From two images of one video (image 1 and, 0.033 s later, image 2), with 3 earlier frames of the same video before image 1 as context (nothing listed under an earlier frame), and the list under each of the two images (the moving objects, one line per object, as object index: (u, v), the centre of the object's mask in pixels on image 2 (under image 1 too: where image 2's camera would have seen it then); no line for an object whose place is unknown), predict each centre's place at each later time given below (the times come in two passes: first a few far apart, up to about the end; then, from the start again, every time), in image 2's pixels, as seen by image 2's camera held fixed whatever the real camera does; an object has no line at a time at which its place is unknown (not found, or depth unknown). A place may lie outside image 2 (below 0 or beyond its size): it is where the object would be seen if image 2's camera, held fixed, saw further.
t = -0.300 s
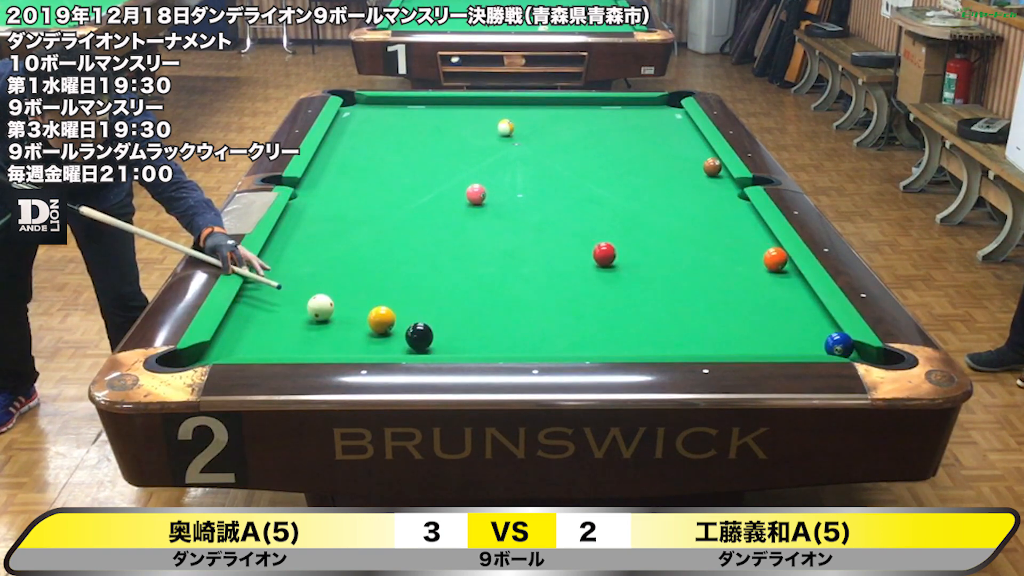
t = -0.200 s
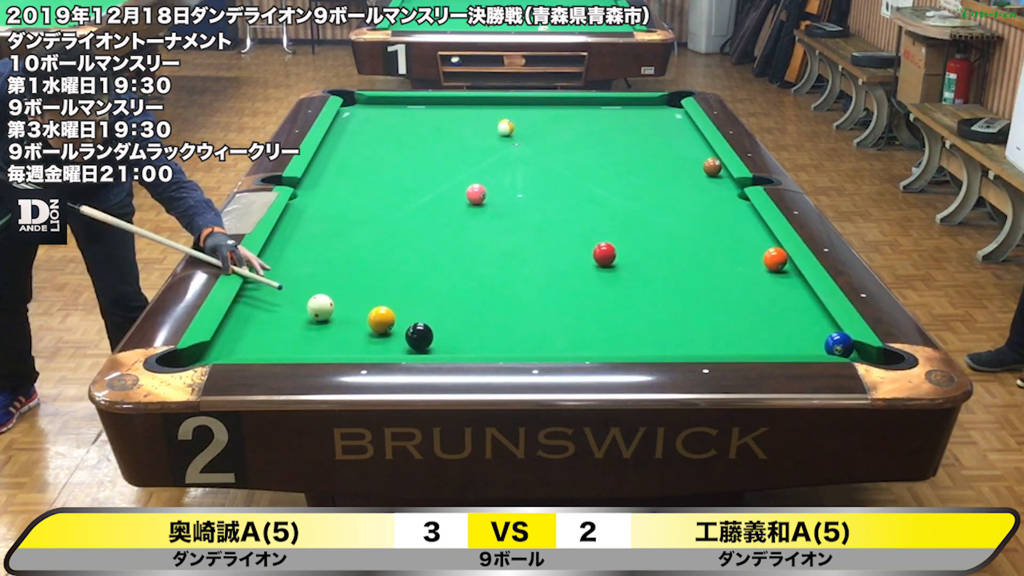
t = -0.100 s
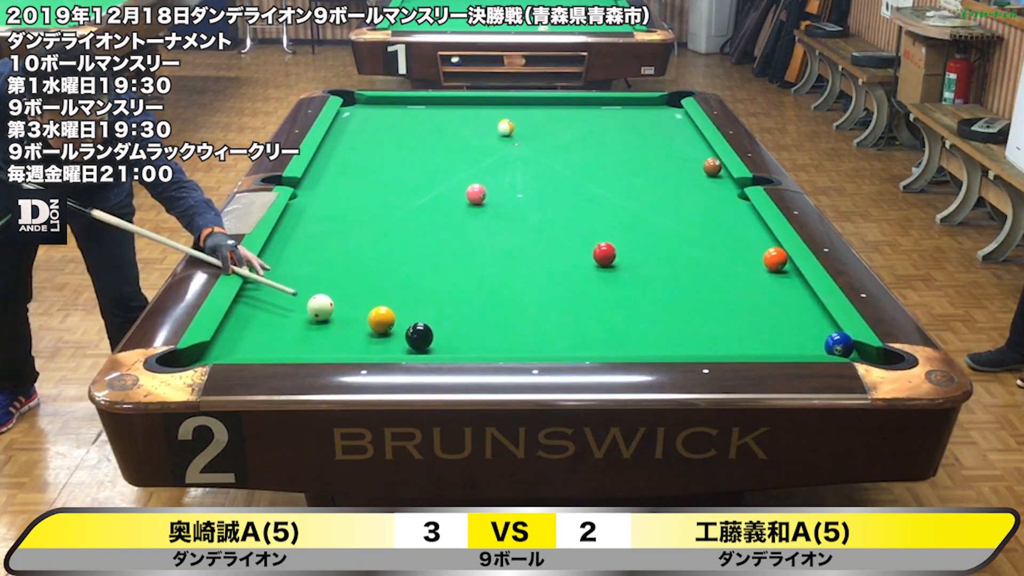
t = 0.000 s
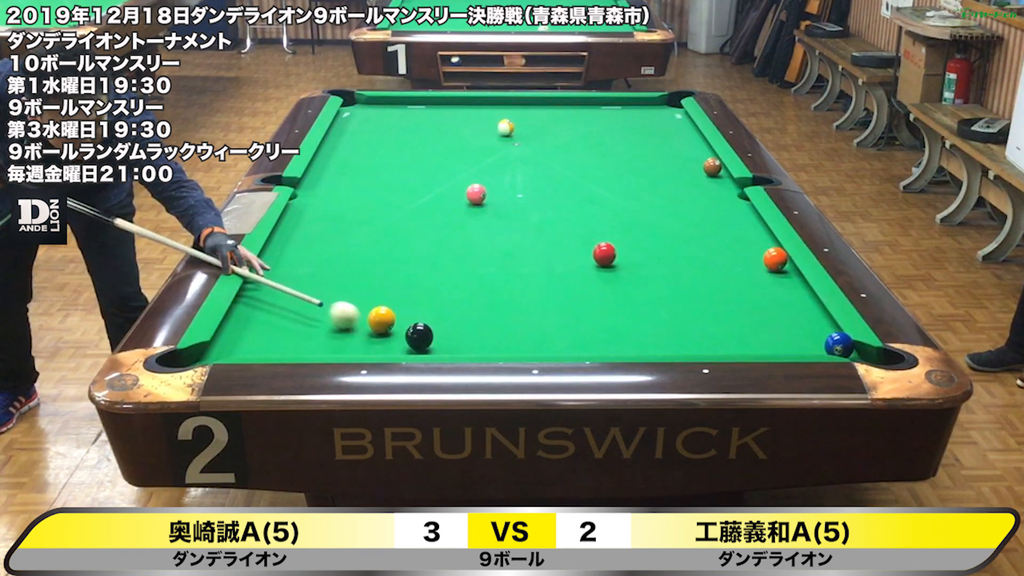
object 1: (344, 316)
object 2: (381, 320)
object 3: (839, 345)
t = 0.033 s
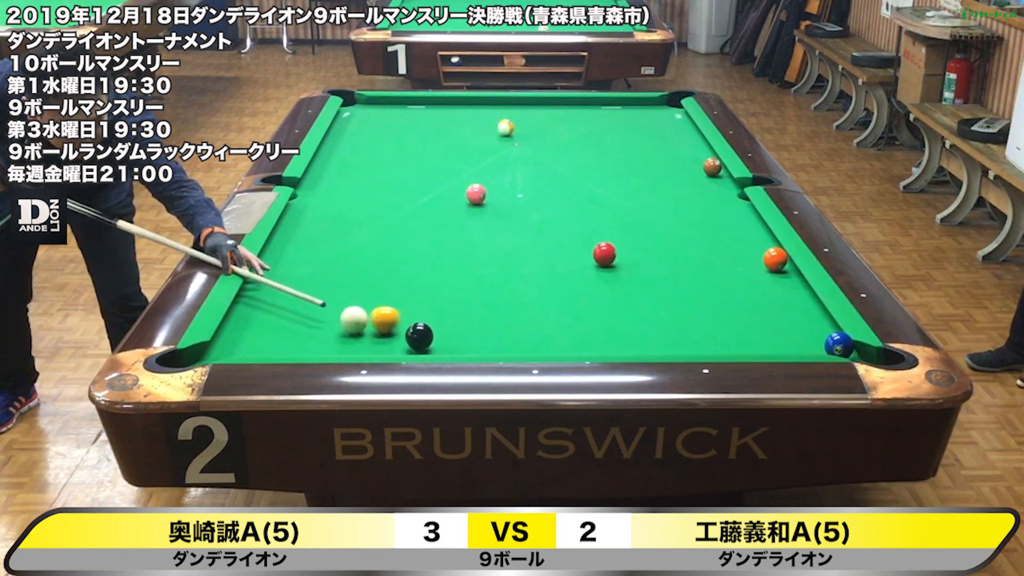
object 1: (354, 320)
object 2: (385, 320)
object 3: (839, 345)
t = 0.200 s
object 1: (358, 341)
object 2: (445, 323)
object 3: (839, 344)
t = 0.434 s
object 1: (367, 342)
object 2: (515, 326)
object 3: (839, 344)
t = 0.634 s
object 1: (372, 330)
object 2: (573, 329)
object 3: (839, 344)
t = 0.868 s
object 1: (376, 315)
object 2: (641, 332)
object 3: (839, 344)
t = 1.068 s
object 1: (380, 303)
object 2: (697, 335)
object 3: (839, 344)
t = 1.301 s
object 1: (384, 291)
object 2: (761, 337)
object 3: (839, 344)
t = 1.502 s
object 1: (387, 281)
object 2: (813, 338)
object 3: (839, 345)
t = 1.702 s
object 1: (389, 273)
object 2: (826, 332)
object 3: (843, 349)
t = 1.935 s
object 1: (392, 264)
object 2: (810, 330)
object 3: (847, 352)
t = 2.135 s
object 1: (394, 257)
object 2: (797, 327)
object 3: (856, 354)
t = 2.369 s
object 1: (396, 249)
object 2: (784, 325)
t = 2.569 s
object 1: (398, 243)
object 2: (774, 323)
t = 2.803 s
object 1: (400, 237)
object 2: (765, 321)
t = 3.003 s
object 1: (402, 232)
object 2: (759, 320)
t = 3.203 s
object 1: (404, 228)
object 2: (754, 319)
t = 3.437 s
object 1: (405, 223)
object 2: (750, 318)
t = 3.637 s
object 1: (406, 220)
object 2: (747, 318)
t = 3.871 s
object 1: (407, 216)
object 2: (747, 318)
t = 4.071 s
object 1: (408, 214)
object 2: (747, 318)
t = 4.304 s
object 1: (408, 211)
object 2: (747, 318)
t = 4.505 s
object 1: (410, 210)
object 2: (747, 318)
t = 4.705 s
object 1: (410, 208)
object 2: (747, 318)
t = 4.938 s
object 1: (411, 207)
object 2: (747, 318)
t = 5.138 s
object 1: (411, 206)
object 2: (747, 318)
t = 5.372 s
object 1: (411, 206)
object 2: (747, 317)
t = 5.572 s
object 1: (411, 206)
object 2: (747, 317)
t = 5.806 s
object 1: (412, 206)
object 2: (747, 317)
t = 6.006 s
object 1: (412, 206)
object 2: (747, 317)
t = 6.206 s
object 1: (411, 206)
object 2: (747, 317)
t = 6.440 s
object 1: (412, 206)
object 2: (747, 317)
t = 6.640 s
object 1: (412, 206)
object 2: (747, 317)
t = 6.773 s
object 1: (412, 206)
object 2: (747, 317)
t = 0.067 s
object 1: (352, 324)
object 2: (398, 320)
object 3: (839, 344)
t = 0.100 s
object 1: (353, 329)
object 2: (411, 317)
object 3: (839, 344)
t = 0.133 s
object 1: (354, 333)
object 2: (425, 317)
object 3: (839, 345)
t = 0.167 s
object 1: (356, 338)
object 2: (436, 321)
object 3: (839, 344)
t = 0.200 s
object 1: (358, 341)
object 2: (445, 323)
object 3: (839, 344)
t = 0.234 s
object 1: (360, 344)
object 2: (455, 323)
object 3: (839, 344)
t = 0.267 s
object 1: (361, 346)
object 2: (465, 324)
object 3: (839, 344)
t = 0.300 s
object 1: (363, 348)
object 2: (475, 324)
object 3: (839, 344)
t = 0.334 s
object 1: (364, 346)
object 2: (485, 325)
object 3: (839, 344)
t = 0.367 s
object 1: (365, 345)
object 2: (495, 325)
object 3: (839, 344)
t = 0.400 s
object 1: (366, 344)
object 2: (505, 326)
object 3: (839, 344)
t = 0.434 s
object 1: (367, 342)
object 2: (515, 326)
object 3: (839, 344)
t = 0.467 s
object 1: (368, 341)
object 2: (525, 327)
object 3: (839, 344)
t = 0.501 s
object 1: (368, 338)
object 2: (534, 327)
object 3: (839, 344)
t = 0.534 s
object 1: (369, 336)
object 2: (544, 327)
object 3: (839, 344)
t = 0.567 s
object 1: (370, 334)
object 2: (554, 327)
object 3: (839, 344)
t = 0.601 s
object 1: (371, 332)
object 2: (564, 328)
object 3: (839, 344)
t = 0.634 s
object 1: (372, 330)
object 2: (573, 329)
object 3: (839, 344)
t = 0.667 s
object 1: (372, 327)
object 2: (583, 329)
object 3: (839, 344)
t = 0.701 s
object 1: (373, 325)
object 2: (593, 330)
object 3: (839, 344)
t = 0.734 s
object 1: (374, 323)
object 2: (602, 330)
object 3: (839, 344)
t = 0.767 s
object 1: (374, 321)
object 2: (612, 331)
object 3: (839, 344)
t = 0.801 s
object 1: (375, 319)
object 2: (621, 331)
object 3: (839, 344)
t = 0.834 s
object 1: (376, 317)
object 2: (631, 331)
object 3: (839, 344)
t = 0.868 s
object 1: (376, 315)
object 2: (641, 332)
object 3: (839, 344)
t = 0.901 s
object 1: (377, 313)
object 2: (650, 332)
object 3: (839, 344)
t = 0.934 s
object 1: (378, 310)
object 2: (659, 333)
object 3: (839, 344)
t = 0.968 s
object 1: (378, 309)
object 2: (669, 333)
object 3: (839, 344)
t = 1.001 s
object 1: (379, 307)
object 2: (678, 333)
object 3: (839, 344)
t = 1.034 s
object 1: (380, 305)
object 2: (688, 334)
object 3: (839, 344)
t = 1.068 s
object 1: (380, 303)
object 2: (697, 335)
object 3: (839, 344)
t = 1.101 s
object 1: (381, 301)
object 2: (706, 335)
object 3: (839, 344)
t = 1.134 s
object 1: (381, 300)
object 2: (716, 335)
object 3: (839, 344)
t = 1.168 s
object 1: (382, 298)
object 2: (725, 336)
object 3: (839, 345)
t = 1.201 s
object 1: (382, 296)
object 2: (734, 336)
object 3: (839, 345)
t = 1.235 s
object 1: (383, 294)
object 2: (743, 336)
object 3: (839, 345)
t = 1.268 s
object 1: (384, 292)
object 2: (752, 337)
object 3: (839, 344)
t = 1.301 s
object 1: (384, 291)
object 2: (761, 337)
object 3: (839, 344)
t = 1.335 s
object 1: (384, 289)
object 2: (770, 337)
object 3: (839, 344)
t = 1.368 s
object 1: (385, 288)
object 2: (779, 338)
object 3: (839, 344)
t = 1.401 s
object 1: (386, 286)
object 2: (788, 338)
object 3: (839, 344)
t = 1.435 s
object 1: (386, 284)
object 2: (797, 338)
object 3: (839, 344)
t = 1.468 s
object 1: (386, 283)
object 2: (806, 338)
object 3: (839, 344)
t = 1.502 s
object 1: (387, 281)
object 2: (813, 338)
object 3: (839, 345)
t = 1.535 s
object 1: (387, 280)
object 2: (815, 338)
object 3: (841, 346)
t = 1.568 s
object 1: (388, 278)
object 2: (818, 336)
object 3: (841, 346)
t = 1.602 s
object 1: (388, 277)
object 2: (822, 335)
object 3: (841, 347)
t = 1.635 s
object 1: (389, 276)
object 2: (825, 333)
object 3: (842, 348)
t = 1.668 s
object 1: (389, 274)
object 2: (828, 332)
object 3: (843, 348)
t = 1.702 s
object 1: (389, 273)
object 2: (826, 332)
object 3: (843, 349)
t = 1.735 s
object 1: (390, 271)
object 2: (824, 333)
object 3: (843, 349)
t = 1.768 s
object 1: (390, 270)
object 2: (822, 332)
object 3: (843, 350)
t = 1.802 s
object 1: (391, 269)
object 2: (819, 332)
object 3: (845, 351)
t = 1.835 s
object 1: (391, 267)
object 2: (817, 331)
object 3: (845, 351)
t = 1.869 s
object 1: (391, 266)
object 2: (815, 330)
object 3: (845, 352)
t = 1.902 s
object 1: (391, 265)
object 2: (812, 330)
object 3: (846, 352)
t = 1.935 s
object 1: (392, 264)
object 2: (810, 330)
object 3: (847, 352)
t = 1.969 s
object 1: (392, 263)
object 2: (808, 330)
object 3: (848, 353)
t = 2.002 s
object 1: (392, 261)
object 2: (806, 329)
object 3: (847, 352)
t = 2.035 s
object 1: (393, 260)
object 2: (803, 329)
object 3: (850, 353)
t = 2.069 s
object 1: (393, 259)
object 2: (801, 328)
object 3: (852, 353)
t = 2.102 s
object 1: (393, 258)
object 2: (799, 328)
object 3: (853, 353)
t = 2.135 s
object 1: (394, 257)
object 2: (797, 327)
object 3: (856, 354)
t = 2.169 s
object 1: (394, 255)
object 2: (795, 327)
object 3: (861, 356)
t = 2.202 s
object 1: (394, 255)
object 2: (793, 327)
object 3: (863, 359)
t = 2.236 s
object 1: (395, 253)
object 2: (791, 326)
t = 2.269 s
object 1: (395, 252)
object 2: (789, 326)
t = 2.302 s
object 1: (395, 251)
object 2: (787, 326)
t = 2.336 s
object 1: (396, 250)
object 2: (786, 325)
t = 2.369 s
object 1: (396, 249)
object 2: (784, 325)
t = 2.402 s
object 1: (396, 248)
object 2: (782, 324)
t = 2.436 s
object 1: (397, 247)
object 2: (781, 324)
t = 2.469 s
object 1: (397, 246)
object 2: (779, 323)
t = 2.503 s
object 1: (397, 245)
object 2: (777, 323)
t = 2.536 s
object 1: (398, 244)
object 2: (776, 323)
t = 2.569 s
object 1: (398, 243)
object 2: (774, 323)
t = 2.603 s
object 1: (398, 242)
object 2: (773, 322)
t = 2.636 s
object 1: (398, 241)
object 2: (772, 322)
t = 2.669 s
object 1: (398, 240)
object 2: (770, 322)
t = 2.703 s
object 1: (399, 239)
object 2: (769, 322)
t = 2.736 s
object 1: (399, 239)
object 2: (768, 321)
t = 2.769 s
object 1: (400, 238)
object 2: (766, 321)
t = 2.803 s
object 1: (400, 237)
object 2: (765, 321)
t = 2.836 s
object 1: (400, 236)
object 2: (764, 321)
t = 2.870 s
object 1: (401, 235)
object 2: (763, 320)
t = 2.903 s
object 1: (401, 235)
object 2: (762, 320)
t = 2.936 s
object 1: (401, 234)
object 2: (761, 320)
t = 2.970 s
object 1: (401, 233)
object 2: (760, 320)
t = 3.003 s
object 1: (402, 232)
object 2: (759, 320)
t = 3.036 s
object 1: (402, 231)
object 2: (758, 319)
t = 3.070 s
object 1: (402, 231)
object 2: (757, 319)
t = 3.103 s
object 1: (403, 230)
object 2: (756, 319)
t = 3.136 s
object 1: (403, 229)
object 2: (755, 319)
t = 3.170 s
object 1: (403, 229)
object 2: (754, 319)
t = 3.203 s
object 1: (404, 228)
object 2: (754, 319)
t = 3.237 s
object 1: (404, 227)
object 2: (753, 319)
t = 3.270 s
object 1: (404, 226)
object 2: (752, 319)
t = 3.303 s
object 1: (404, 226)
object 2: (752, 319)
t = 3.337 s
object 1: (404, 225)
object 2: (751, 318)
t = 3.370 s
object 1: (405, 225)
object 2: (751, 318)
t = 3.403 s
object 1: (405, 224)
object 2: (750, 318)
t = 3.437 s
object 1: (405, 223)
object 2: (750, 318)
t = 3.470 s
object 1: (405, 223)
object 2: (749, 318)
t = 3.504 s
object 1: (405, 222)
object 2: (749, 318)
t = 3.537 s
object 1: (405, 222)
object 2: (748, 318)
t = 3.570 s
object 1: (406, 221)
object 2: (748, 318)
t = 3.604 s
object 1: (406, 220)
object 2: (748, 318)
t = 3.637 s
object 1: (406, 220)
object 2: (747, 318)
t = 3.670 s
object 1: (406, 219)
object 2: (747, 318)
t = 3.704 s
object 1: (406, 219)
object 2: (747, 318)
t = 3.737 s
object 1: (406, 218)
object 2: (747, 318)
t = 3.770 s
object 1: (406, 218)
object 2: (747, 318)
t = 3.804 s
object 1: (406, 217)
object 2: (747, 318)
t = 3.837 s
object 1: (407, 217)
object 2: (747, 318)
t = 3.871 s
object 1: (407, 216)
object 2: (747, 318)
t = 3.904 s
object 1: (407, 216)
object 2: (747, 318)
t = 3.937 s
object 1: (407, 216)
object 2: (747, 318)
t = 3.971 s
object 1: (407, 215)
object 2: (747, 318)
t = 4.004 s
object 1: (407, 215)
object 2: (747, 318)
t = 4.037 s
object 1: (407, 214)
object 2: (747, 318)
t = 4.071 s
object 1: (408, 214)
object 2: (747, 318)
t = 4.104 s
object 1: (408, 214)
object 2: (747, 318)
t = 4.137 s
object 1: (408, 213)
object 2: (747, 318)
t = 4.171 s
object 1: (408, 213)
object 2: (747, 318)
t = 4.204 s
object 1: (408, 212)
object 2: (747, 318)
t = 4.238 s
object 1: (408, 212)
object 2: (747, 318)
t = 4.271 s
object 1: (408, 212)
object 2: (747, 318)
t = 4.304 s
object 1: (408, 211)
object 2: (747, 318)
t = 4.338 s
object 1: (409, 211)
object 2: (747, 318)
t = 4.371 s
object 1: (409, 211)
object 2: (747, 318)
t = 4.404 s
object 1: (409, 210)
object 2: (747, 318)
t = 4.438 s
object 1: (409, 210)
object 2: (747, 318)
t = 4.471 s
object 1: (409, 210)
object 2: (747, 318)
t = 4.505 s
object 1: (410, 210)
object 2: (747, 318)
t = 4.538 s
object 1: (410, 209)
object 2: (747, 318)
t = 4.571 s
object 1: (410, 209)
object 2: (747, 318)
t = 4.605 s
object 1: (410, 209)
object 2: (747, 318)
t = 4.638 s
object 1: (410, 209)
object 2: (747, 318)
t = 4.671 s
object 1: (410, 209)
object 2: (747, 318)
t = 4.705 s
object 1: (410, 208)
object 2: (747, 318)
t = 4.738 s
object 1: (411, 208)
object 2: (747, 318)
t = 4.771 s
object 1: (411, 208)
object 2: (747, 318)
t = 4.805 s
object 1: (411, 208)
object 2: (747, 318)
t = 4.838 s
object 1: (411, 207)
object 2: (747, 318)
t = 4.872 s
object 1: (411, 207)
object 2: (747, 318)
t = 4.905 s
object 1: (411, 207)
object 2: (747, 318)
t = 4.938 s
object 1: (411, 207)
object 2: (747, 318)
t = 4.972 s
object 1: (411, 207)
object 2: (747, 318)
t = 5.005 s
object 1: (411, 207)
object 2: (747, 318)
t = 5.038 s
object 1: (411, 207)
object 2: (747, 318)
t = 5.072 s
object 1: (411, 207)
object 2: (747, 318)
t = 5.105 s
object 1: (411, 207)
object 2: (747, 318)
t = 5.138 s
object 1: (411, 206)
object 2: (747, 318)
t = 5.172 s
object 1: (412, 206)
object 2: (747, 318)
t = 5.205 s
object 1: (411, 206)
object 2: (747, 318)
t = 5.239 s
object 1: (411, 206)
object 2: (747, 318)
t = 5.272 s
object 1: (411, 206)
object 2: (747, 317)
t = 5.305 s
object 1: (411, 206)
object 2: (747, 318)
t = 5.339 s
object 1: (411, 206)
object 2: (747, 317)
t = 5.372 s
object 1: (411, 206)
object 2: (747, 317)
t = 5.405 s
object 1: (411, 206)
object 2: (747, 317)
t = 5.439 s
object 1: (411, 206)
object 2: (747, 317)
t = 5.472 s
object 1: (411, 206)
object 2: (747, 317)
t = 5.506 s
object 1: (411, 206)
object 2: (747, 318)
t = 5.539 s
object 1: (411, 206)
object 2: (747, 317)
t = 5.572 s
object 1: (411, 206)
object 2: (747, 317)
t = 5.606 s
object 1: (411, 206)
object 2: (747, 318)
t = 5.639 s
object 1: (412, 206)
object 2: (747, 317)
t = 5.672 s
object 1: (412, 206)
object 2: (747, 317)
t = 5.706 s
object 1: (412, 206)
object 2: (747, 317)
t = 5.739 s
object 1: (412, 206)
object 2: (747, 317)
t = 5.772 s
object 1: (411, 206)
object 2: (747, 317)
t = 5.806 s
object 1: (412, 206)
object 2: (747, 317)
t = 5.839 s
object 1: (412, 206)
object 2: (747, 318)
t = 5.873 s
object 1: (412, 206)
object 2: (747, 318)
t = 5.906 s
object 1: (412, 206)
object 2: (747, 317)
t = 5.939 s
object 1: (411, 206)
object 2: (747, 318)
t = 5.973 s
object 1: (412, 206)
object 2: (747, 317)
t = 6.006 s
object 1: (412, 206)
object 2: (747, 317)
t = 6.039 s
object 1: (412, 206)
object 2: (747, 317)
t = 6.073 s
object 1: (412, 206)
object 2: (747, 318)
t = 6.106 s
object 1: (411, 206)
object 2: (747, 318)
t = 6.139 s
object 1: (412, 206)
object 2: (747, 318)
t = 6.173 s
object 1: (411, 206)
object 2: (747, 317)
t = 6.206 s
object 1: (411, 206)
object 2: (747, 317)
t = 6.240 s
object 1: (411, 206)
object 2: (747, 317)
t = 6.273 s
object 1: (411, 206)
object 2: (747, 317)
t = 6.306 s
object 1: (411, 206)
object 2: (747, 317)
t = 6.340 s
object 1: (411, 206)
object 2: (747, 317)
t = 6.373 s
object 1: (412, 206)
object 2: (747, 317)
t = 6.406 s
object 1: (412, 206)
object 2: (747, 317)
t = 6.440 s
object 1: (412, 206)
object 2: (747, 317)
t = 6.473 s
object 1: (412, 206)
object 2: (747, 318)
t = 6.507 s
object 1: (412, 206)
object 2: (747, 317)
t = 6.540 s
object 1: (412, 206)
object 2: (747, 317)
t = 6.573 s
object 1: (412, 206)
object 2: (747, 317)
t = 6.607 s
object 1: (412, 206)
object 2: (747, 317)
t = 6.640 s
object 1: (412, 206)
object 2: (747, 317)
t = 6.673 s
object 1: (412, 206)
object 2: (747, 318)
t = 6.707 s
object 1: (412, 206)
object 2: (747, 318)
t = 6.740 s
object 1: (412, 206)
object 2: (747, 318)
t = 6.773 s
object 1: (412, 206)
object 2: (747, 317)
